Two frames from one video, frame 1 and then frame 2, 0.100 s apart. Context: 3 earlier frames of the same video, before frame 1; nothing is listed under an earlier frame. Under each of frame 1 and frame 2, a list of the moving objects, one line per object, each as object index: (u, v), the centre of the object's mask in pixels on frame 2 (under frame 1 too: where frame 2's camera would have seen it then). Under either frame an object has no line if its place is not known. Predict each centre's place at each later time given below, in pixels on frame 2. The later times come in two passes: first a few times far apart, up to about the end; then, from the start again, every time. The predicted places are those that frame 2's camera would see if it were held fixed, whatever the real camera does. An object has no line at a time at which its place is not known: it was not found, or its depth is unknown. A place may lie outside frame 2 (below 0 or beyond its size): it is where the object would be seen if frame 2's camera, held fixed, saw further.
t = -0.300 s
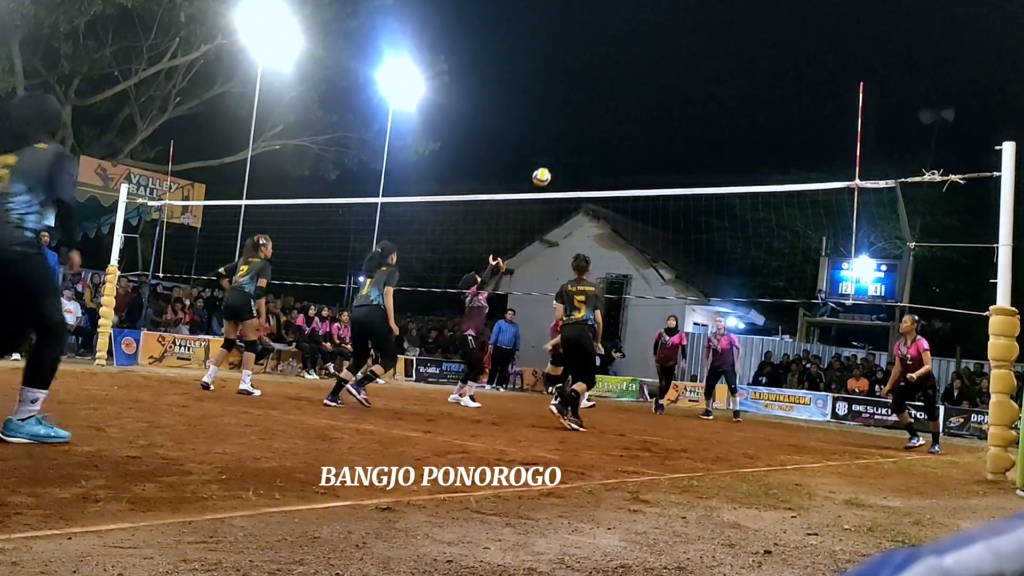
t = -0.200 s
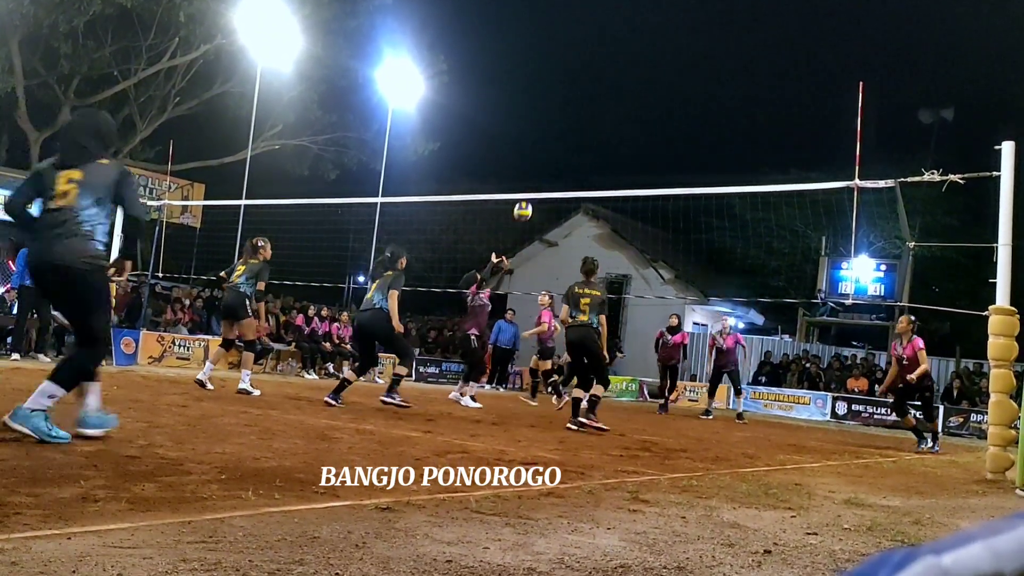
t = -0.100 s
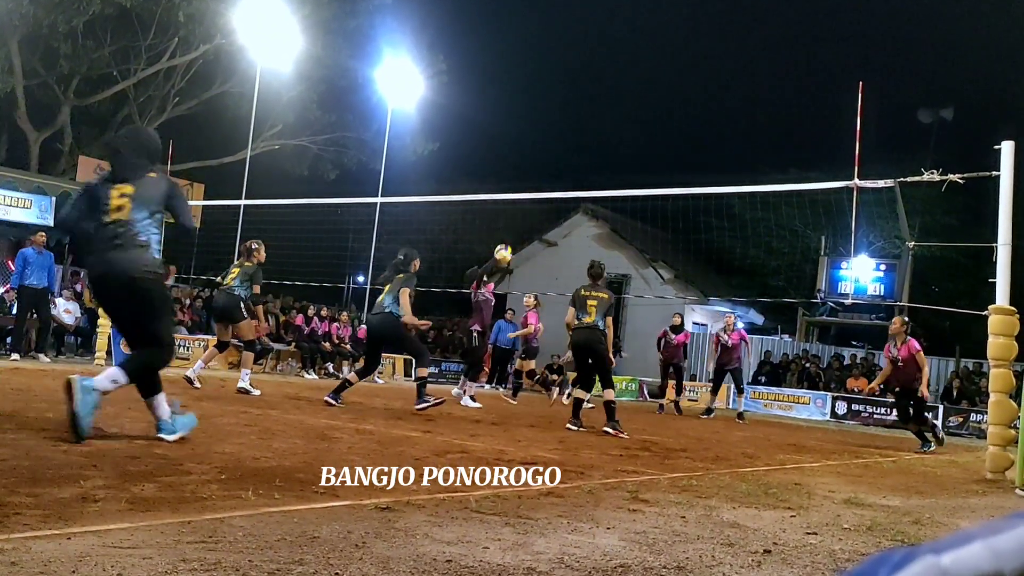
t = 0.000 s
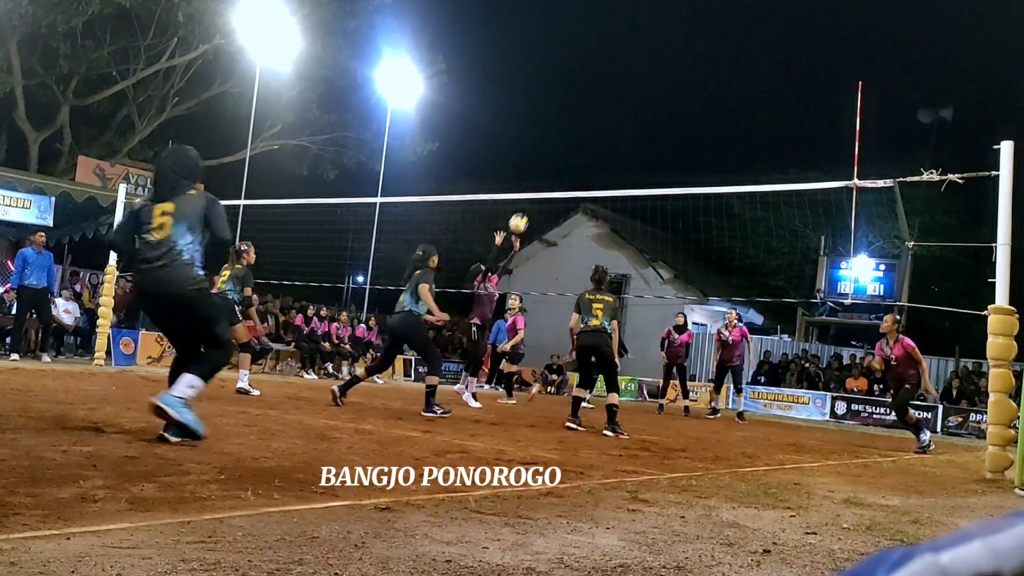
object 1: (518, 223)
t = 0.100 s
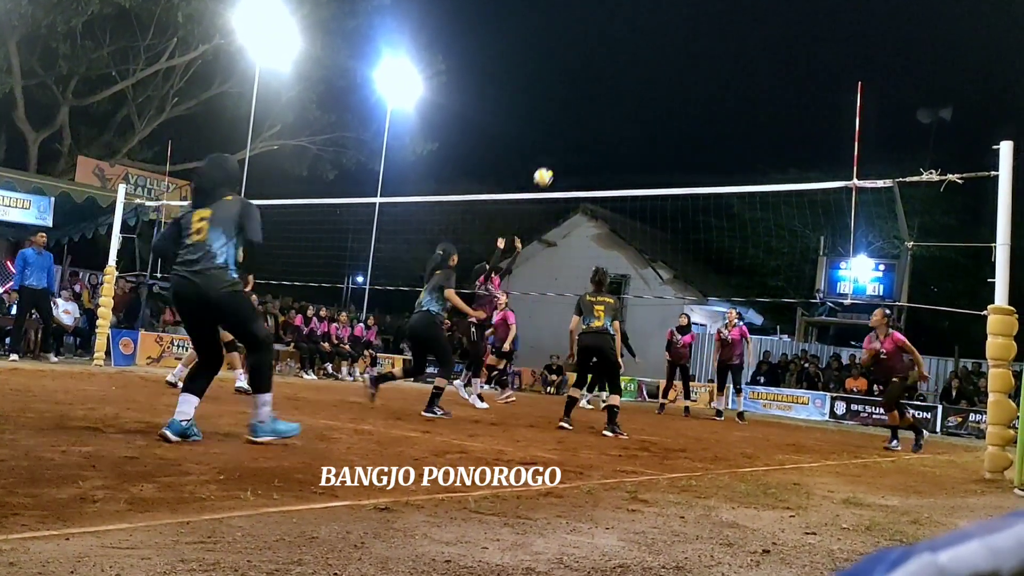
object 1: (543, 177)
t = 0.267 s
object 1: (584, 116)
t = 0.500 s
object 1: (641, 66)
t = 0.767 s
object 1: (707, 64)
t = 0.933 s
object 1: (748, 97)
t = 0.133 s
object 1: (552, 163)
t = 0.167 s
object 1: (560, 150)
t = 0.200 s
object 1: (568, 138)
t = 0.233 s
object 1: (576, 126)
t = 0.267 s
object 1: (584, 116)
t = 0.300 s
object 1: (593, 106)
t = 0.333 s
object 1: (601, 97)
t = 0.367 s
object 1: (609, 89)
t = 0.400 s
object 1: (617, 82)
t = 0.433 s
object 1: (625, 76)
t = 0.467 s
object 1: (633, 70)
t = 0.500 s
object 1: (641, 66)
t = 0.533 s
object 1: (649, 62)
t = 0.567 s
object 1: (658, 60)
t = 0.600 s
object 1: (666, 58)
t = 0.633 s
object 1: (674, 57)
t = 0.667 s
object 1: (682, 58)
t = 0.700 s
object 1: (690, 59)
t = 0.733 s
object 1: (698, 61)
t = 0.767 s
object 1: (707, 64)
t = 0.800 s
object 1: (715, 69)
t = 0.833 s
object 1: (723, 74)
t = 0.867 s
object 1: (731, 81)
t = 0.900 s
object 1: (740, 88)
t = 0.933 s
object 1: (748, 97)
